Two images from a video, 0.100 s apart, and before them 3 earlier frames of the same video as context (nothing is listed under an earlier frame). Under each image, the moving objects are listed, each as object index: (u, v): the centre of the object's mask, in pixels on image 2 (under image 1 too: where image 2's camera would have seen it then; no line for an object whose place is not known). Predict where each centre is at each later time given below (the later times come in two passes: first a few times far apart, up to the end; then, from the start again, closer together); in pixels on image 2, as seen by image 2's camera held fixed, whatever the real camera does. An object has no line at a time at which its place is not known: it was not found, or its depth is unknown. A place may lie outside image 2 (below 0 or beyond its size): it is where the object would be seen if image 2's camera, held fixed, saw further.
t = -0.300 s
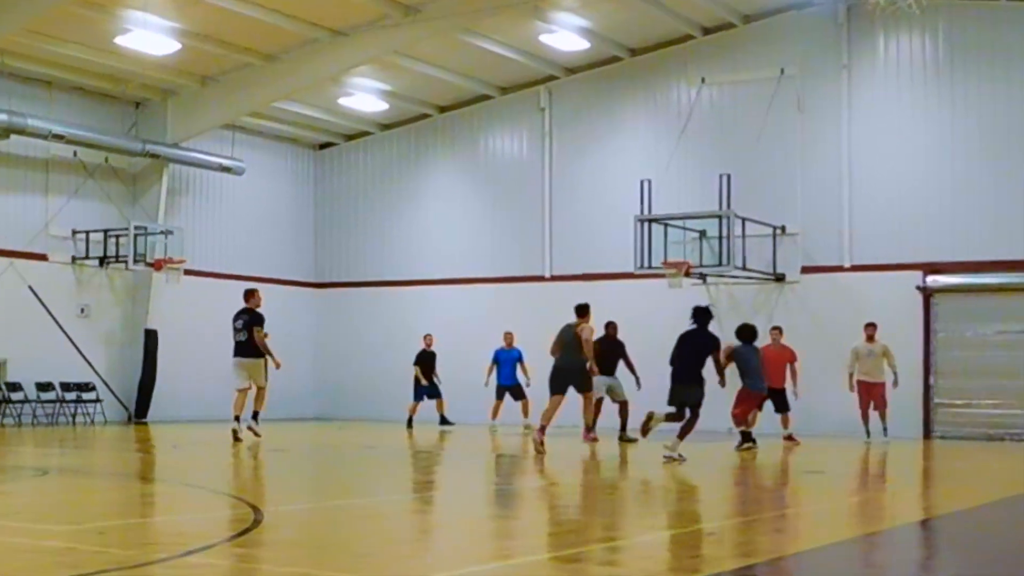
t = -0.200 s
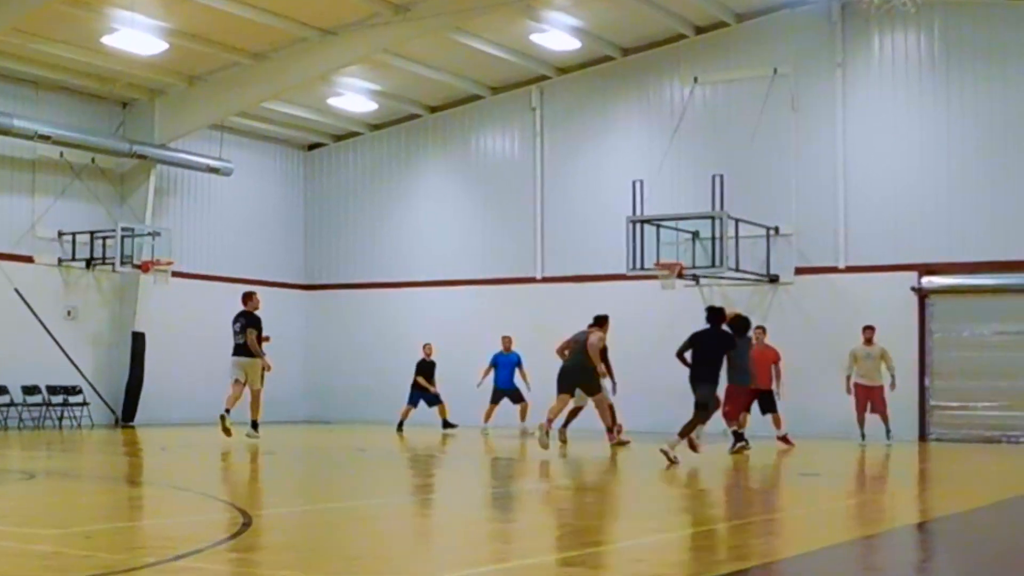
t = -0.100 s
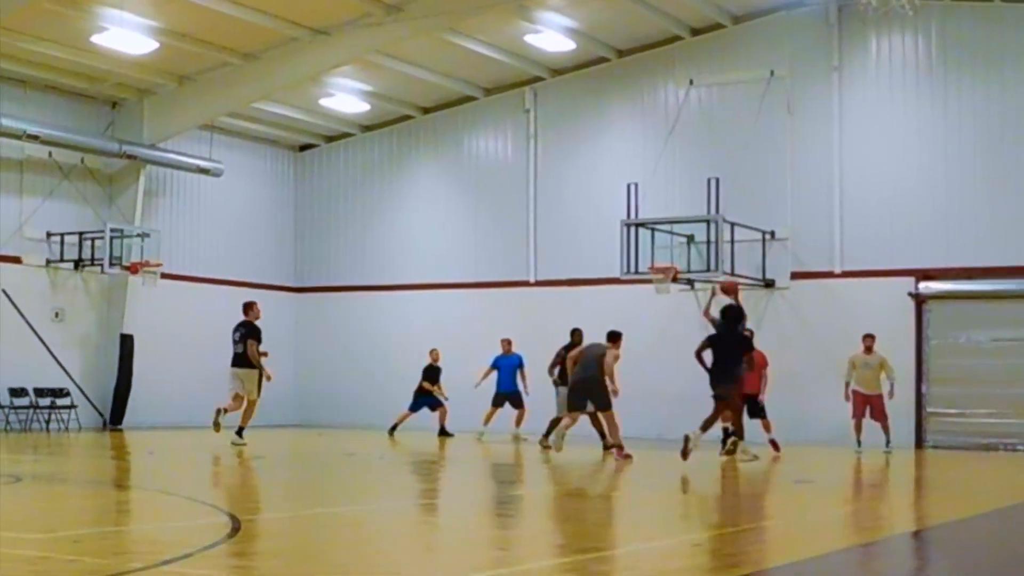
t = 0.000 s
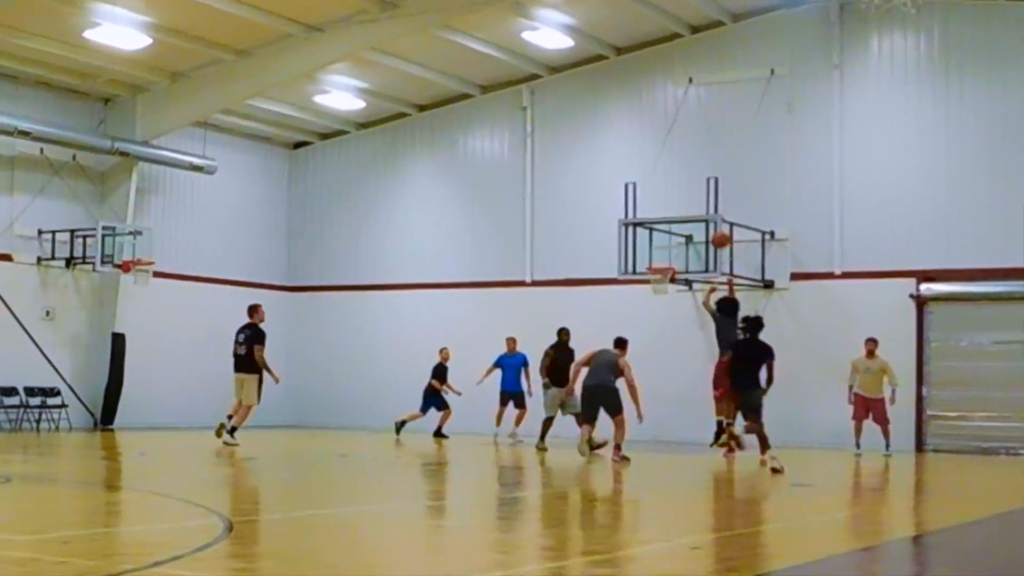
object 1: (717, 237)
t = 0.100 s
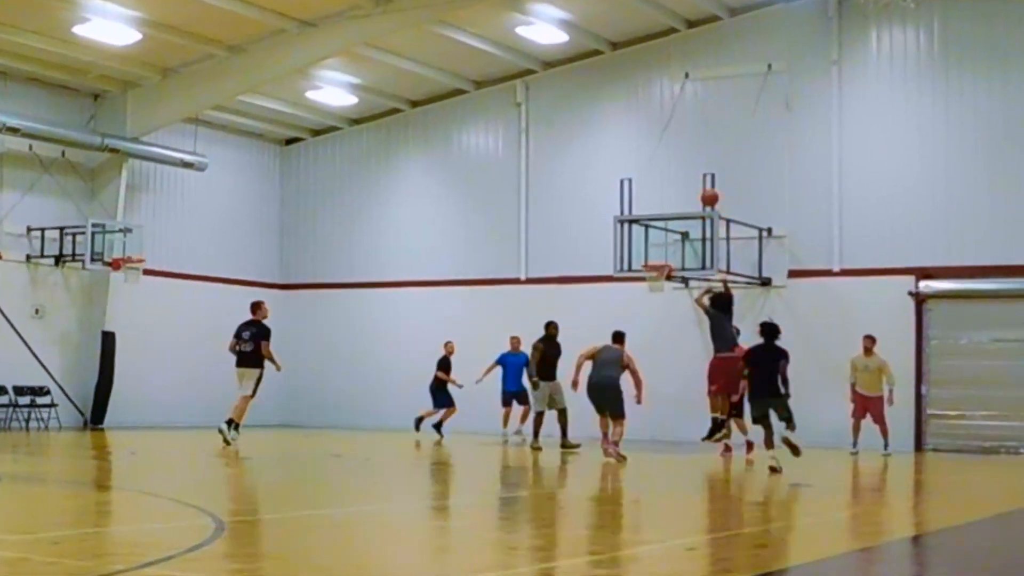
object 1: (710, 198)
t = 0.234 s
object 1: (700, 161)
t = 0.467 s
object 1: (688, 130)
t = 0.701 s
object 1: (677, 137)
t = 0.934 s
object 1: (667, 176)
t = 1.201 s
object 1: (656, 253)
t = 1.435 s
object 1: (657, 307)
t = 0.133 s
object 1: (707, 187)
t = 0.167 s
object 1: (705, 178)
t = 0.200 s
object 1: (703, 169)
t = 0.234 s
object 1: (700, 161)
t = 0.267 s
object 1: (698, 154)
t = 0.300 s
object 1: (696, 148)
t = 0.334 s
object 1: (694, 142)
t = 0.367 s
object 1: (693, 138)
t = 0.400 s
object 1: (691, 135)
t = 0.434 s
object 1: (690, 132)
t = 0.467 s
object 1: (688, 130)
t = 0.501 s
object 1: (687, 129)
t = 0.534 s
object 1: (685, 129)
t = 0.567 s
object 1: (683, 129)
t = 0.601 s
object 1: (682, 130)
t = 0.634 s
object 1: (680, 132)
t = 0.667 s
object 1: (678, 134)
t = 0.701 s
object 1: (677, 137)
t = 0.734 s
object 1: (676, 141)
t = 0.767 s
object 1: (674, 145)
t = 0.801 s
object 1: (673, 150)
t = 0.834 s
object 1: (672, 155)
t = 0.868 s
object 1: (670, 162)
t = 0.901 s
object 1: (669, 168)
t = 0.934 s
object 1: (667, 176)
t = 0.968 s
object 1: (666, 184)
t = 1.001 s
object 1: (665, 192)
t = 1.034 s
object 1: (663, 201)
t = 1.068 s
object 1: (662, 211)
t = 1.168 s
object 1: (657, 241)
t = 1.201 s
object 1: (656, 253)
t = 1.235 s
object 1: (654, 265)
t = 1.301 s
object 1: (654, 281)
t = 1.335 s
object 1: (655, 287)
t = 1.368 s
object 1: (656, 293)
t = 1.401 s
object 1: (657, 300)
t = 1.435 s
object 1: (657, 307)
